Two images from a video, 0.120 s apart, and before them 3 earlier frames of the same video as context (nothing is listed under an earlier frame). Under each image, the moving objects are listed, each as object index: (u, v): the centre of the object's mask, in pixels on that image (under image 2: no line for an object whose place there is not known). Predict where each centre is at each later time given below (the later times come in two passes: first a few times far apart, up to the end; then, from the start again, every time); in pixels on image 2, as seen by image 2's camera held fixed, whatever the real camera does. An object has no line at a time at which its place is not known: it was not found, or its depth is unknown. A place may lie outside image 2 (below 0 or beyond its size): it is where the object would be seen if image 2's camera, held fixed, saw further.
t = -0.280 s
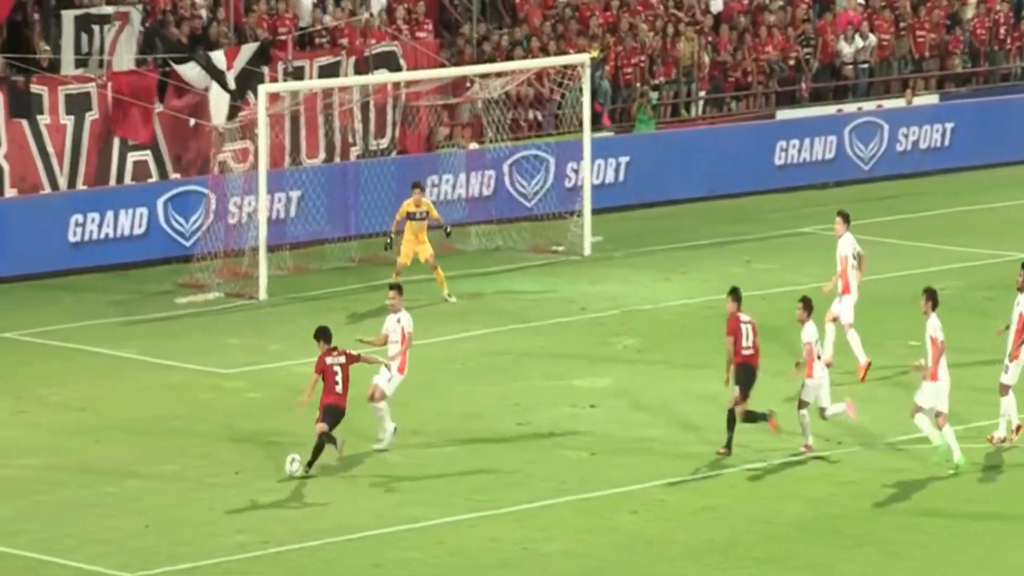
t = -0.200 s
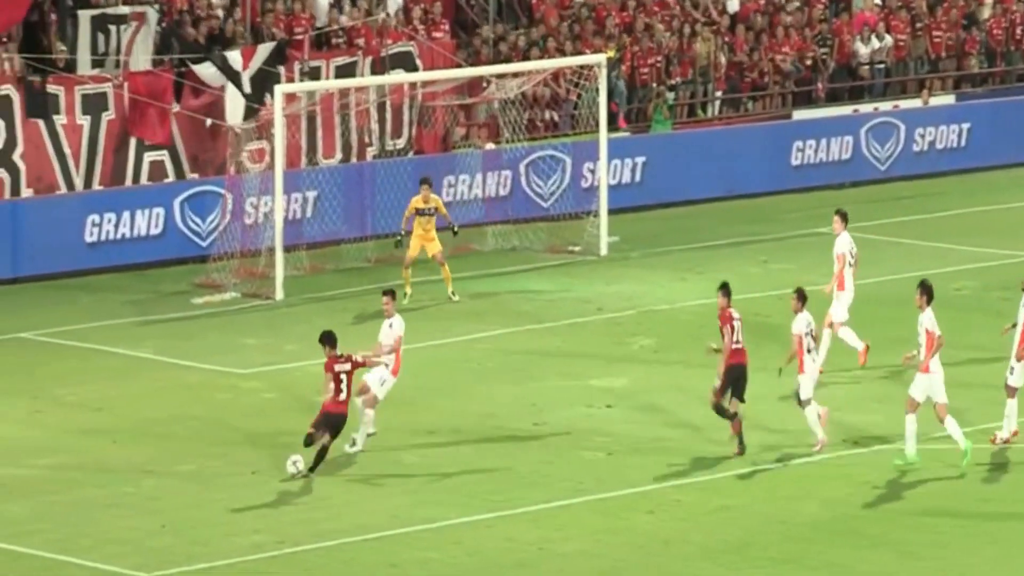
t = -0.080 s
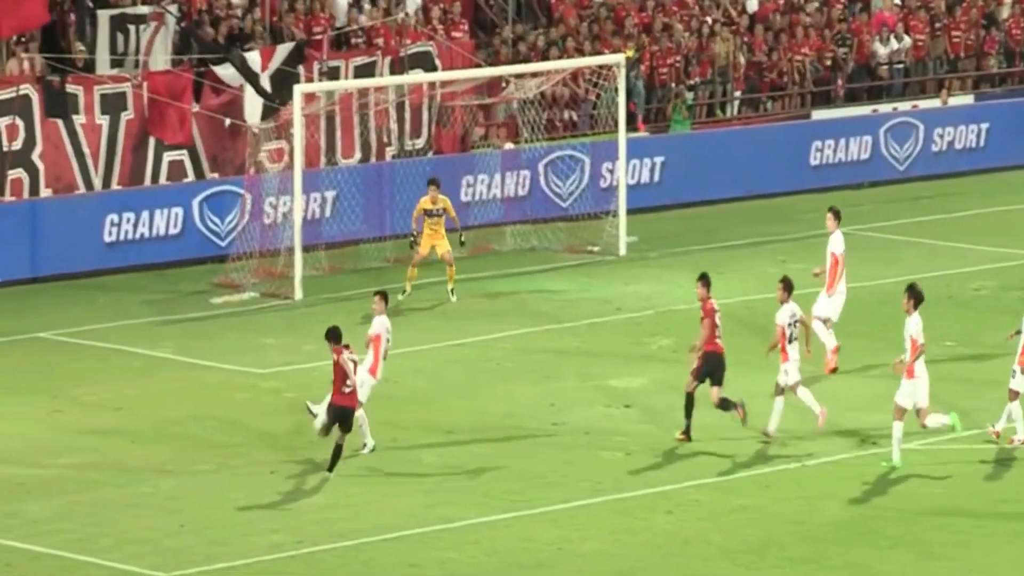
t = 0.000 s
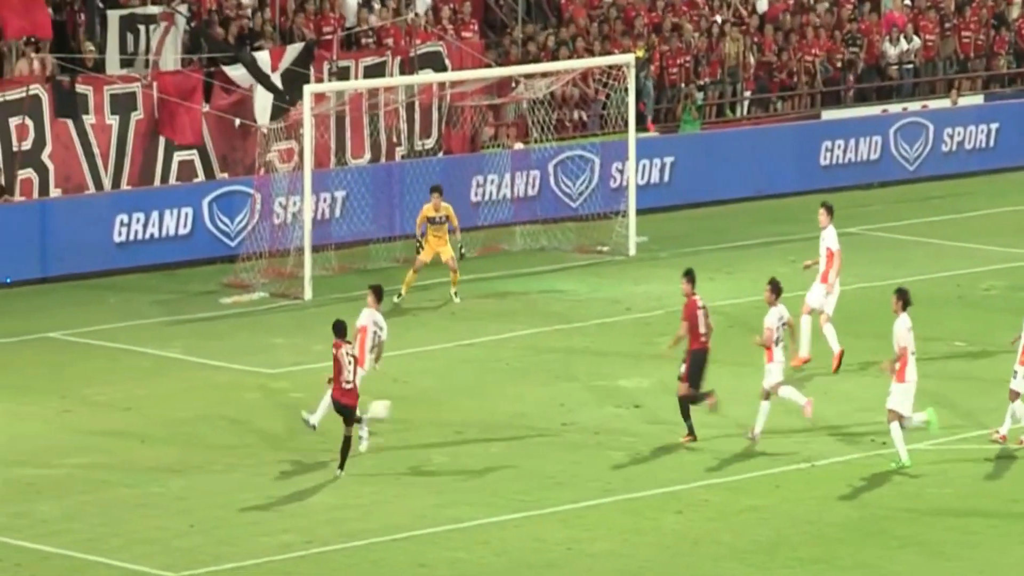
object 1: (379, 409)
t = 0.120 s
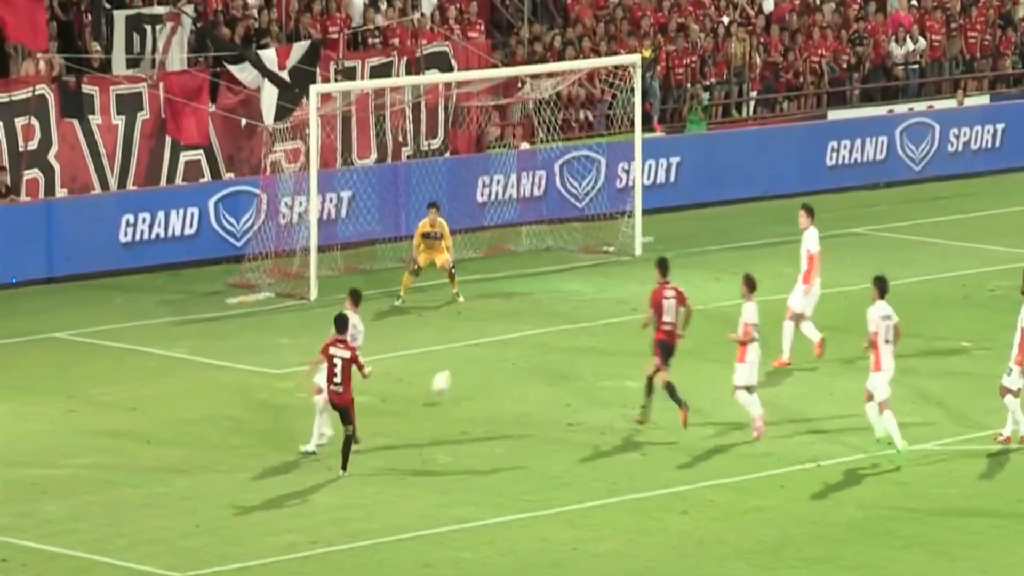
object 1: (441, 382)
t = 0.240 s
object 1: (482, 345)
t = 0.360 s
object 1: (515, 321)
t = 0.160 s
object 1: (455, 368)
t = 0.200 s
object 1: (470, 356)
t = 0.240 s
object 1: (482, 345)
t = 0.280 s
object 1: (495, 335)
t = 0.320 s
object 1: (505, 327)
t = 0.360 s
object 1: (515, 321)
